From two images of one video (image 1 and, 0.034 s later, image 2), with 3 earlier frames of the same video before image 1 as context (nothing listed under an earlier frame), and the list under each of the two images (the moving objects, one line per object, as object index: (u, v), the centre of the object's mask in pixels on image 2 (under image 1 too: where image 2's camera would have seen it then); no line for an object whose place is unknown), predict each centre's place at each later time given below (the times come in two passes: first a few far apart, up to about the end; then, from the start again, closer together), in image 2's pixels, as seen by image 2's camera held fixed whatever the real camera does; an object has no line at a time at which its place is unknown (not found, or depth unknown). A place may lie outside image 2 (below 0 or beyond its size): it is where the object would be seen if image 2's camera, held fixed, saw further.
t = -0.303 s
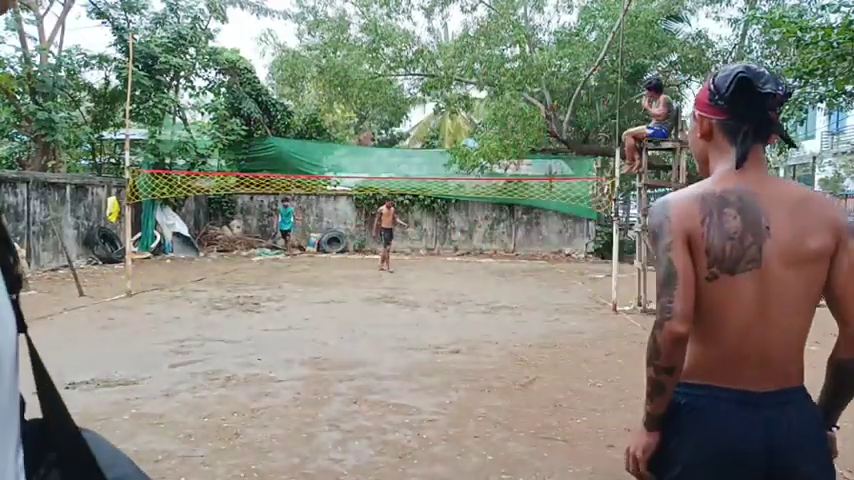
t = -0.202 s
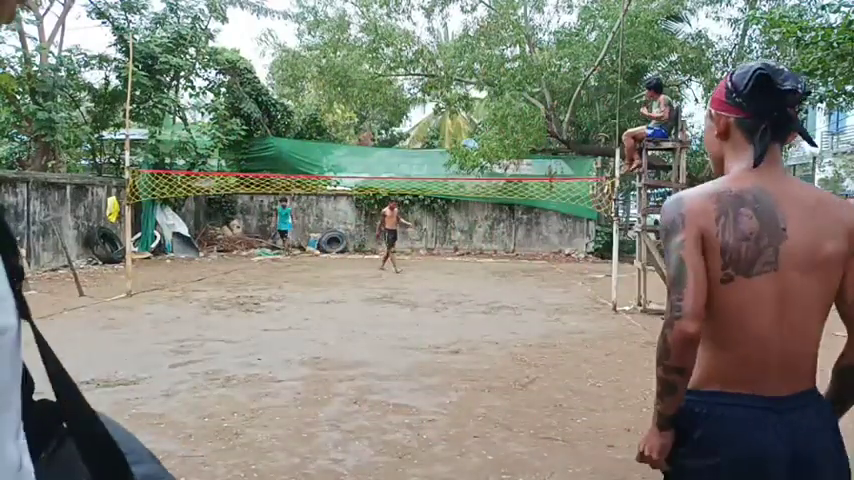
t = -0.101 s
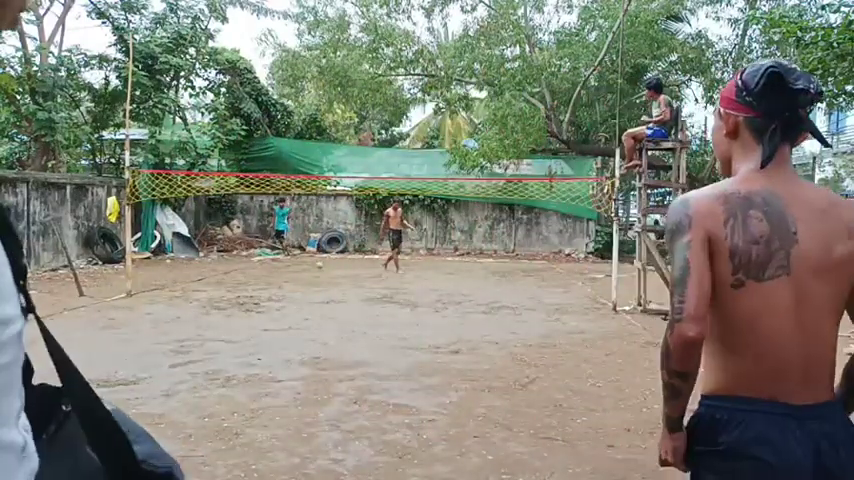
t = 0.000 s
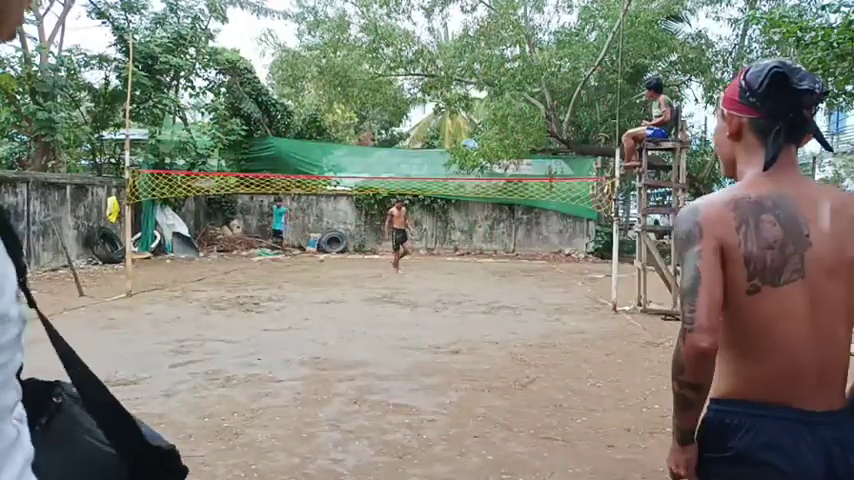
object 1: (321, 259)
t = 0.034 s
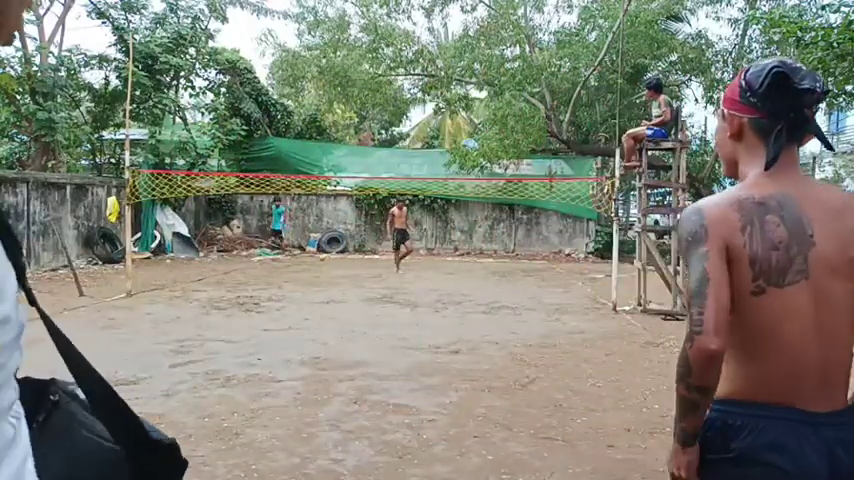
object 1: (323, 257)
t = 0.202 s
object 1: (324, 259)
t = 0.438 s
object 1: (329, 276)
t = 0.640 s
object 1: (334, 285)
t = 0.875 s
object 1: (339, 289)
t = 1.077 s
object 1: (346, 301)
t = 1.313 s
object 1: (355, 317)
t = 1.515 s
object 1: (364, 325)
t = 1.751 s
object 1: (376, 345)
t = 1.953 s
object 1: (388, 362)
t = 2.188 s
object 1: (409, 384)
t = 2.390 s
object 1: (426, 416)
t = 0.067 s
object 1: (323, 257)
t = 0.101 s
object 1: (323, 257)
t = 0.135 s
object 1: (323, 257)
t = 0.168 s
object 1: (324, 257)
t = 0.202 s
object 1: (324, 259)
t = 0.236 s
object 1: (325, 262)
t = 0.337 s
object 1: (327, 273)
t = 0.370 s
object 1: (328, 279)
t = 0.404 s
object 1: (328, 277)
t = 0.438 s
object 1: (329, 276)
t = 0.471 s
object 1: (330, 276)
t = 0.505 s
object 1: (331, 276)
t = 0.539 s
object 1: (331, 277)
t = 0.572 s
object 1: (332, 279)
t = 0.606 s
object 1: (333, 281)
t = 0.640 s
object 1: (334, 285)
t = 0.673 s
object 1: (335, 287)
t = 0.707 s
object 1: (335, 285)
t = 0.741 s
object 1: (336, 284)
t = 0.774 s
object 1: (336, 284)
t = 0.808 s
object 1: (337, 285)
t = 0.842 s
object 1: (338, 286)
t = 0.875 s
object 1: (339, 289)
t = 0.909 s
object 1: (340, 292)
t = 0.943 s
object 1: (340, 296)
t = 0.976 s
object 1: (341, 299)
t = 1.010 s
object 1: (343, 299)
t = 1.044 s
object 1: (344, 299)
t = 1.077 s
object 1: (346, 301)
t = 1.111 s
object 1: (347, 303)
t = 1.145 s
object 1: (348, 308)
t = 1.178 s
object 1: (350, 310)
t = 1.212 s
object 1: (351, 311)
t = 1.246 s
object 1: (352, 313)
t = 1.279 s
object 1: (354, 315)
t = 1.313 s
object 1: (355, 317)
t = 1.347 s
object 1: (357, 317)
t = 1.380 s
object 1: (358, 318)
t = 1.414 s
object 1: (359, 321)
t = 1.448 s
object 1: (360, 324)
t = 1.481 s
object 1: (362, 325)
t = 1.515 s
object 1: (364, 325)
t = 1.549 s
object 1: (365, 327)
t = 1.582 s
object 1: (366, 331)
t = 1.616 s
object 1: (368, 335)
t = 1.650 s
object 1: (370, 336)
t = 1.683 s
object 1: (372, 339)
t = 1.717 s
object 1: (374, 342)
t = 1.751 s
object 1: (376, 345)
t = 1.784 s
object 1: (378, 347)
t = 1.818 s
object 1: (380, 350)
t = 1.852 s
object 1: (382, 353)
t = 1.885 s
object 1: (384, 356)
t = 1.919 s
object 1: (386, 359)
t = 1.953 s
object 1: (388, 362)
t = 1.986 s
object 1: (391, 366)
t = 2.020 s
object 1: (393, 368)
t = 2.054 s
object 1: (396, 372)
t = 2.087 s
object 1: (399, 375)
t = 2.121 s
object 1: (402, 381)
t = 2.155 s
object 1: (406, 382)
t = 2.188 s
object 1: (409, 384)
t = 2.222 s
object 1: (413, 389)
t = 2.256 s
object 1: (416, 397)
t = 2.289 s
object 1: (420, 402)
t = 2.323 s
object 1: (422, 404)
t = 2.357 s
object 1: (424, 409)
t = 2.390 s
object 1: (426, 416)
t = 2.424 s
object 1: (428, 422)
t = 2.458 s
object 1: (430, 426)
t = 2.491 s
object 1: (432, 434)
